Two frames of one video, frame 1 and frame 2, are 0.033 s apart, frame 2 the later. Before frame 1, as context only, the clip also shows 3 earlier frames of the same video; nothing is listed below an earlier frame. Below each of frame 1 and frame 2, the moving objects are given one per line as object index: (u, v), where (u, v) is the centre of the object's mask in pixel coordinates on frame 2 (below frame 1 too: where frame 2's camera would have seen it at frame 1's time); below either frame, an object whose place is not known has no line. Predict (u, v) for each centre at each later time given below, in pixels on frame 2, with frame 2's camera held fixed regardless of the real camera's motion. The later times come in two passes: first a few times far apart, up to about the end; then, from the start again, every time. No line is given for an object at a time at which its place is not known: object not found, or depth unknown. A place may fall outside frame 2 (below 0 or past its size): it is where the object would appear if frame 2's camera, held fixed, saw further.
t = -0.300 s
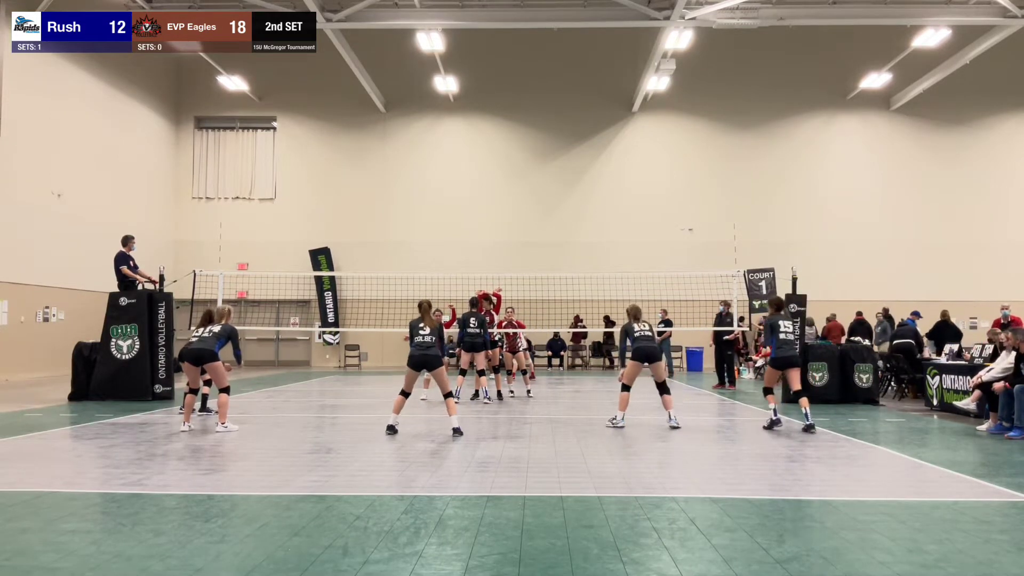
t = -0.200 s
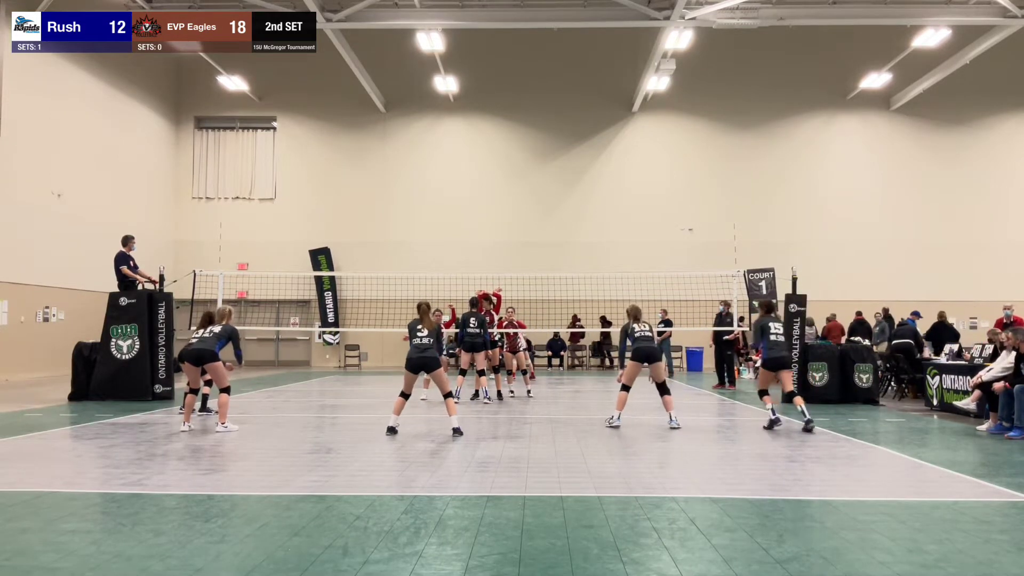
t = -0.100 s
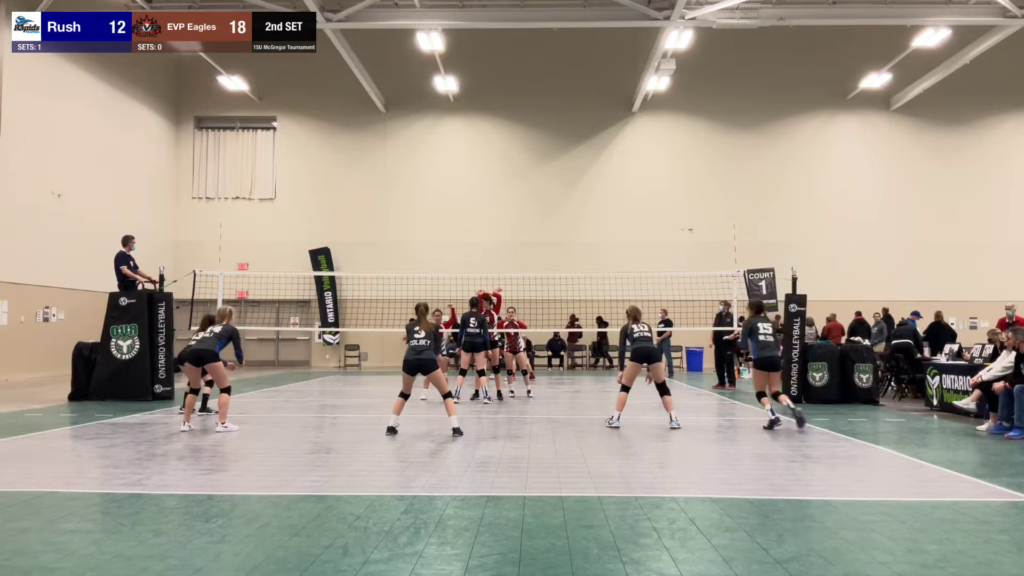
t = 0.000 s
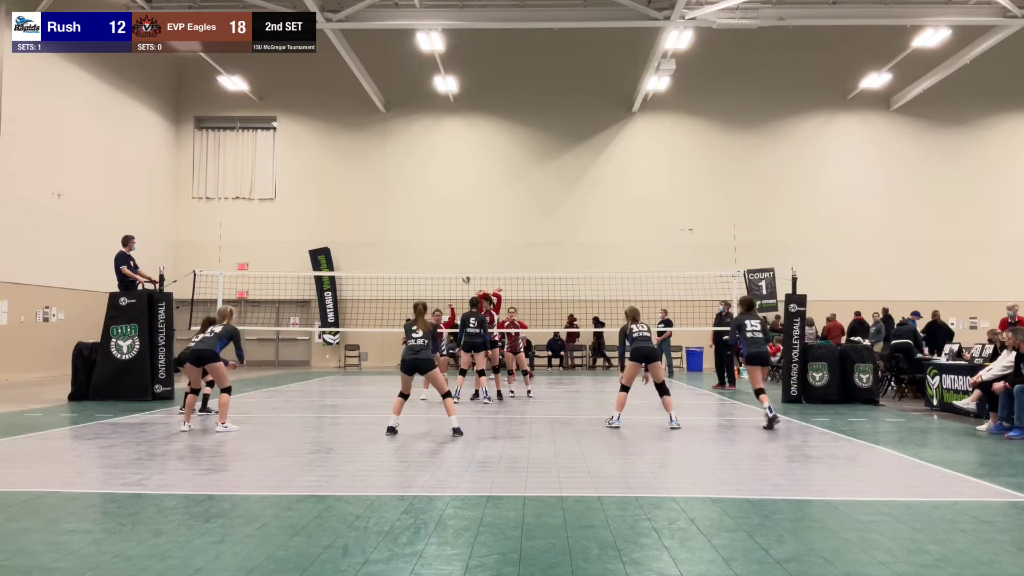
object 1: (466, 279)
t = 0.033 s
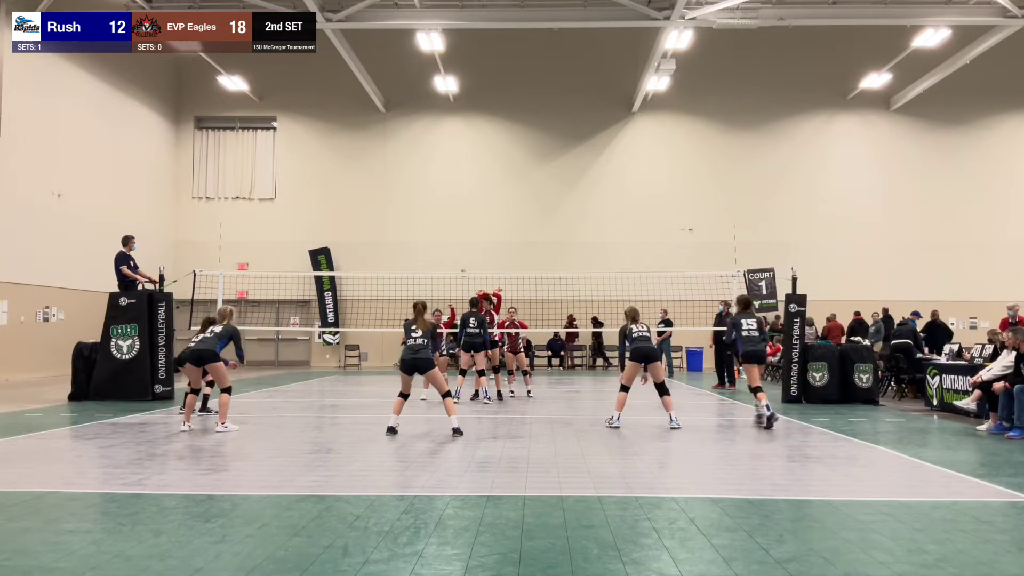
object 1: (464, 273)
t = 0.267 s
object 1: (436, 234)
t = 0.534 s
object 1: (393, 209)
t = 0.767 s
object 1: (344, 219)
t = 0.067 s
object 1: (460, 266)
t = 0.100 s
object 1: (456, 260)
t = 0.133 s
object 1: (452, 255)
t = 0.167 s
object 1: (448, 248)
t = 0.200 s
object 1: (444, 243)
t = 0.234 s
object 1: (440, 238)
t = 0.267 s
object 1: (436, 234)
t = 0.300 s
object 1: (431, 229)
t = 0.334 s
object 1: (426, 225)
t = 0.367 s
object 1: (420, 219)
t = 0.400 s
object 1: (416, 217)
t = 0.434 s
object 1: (410, 215)
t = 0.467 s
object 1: (405, 212)
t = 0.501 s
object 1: (400, 211)
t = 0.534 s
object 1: (393, 209)
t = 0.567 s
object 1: (387, 208)
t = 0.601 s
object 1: (380, 208)
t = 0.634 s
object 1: (373, 209)
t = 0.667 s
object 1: (367, 211)
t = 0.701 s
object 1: (360, 213)
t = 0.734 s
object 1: (352, 216)
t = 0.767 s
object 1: (344, 219)
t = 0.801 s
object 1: (335, 224)
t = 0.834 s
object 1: (327, 229)
